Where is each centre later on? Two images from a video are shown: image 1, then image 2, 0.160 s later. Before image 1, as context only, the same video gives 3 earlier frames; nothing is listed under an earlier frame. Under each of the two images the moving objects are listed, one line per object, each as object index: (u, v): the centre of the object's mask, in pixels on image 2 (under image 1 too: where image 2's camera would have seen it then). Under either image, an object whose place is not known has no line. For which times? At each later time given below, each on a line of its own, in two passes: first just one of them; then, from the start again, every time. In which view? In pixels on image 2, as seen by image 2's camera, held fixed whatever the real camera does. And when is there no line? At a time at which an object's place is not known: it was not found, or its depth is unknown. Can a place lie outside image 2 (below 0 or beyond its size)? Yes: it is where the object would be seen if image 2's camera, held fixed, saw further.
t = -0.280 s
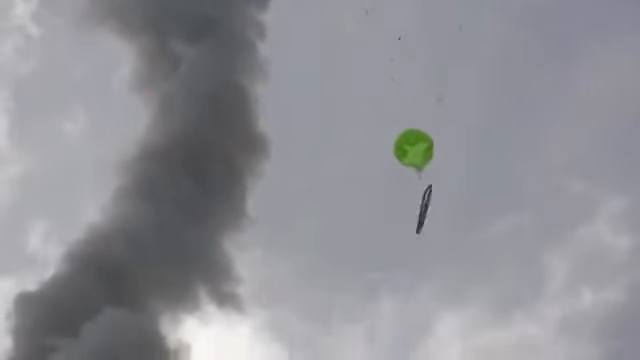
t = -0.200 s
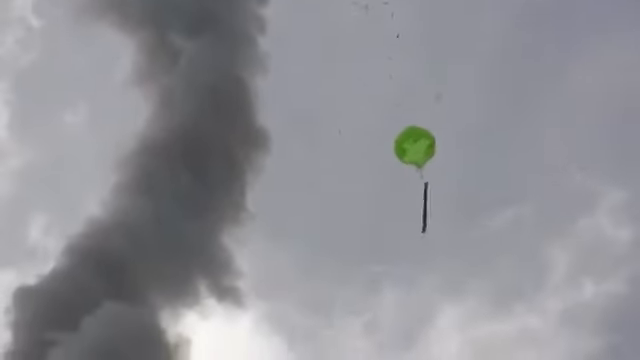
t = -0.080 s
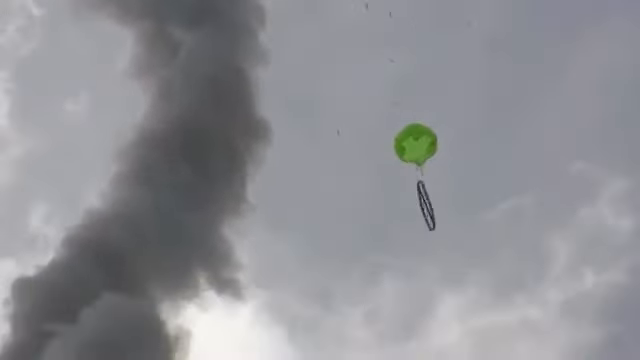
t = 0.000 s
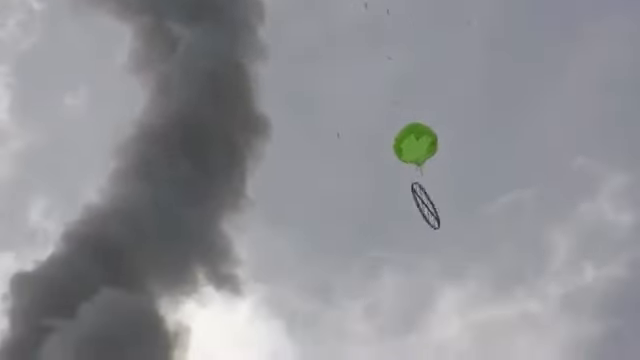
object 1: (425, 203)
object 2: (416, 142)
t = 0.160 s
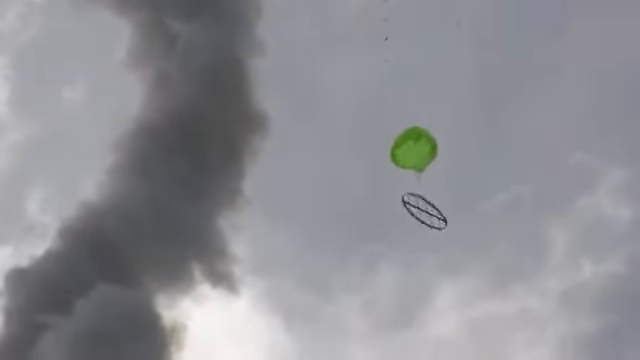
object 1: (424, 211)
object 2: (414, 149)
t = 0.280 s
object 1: (424, 216)
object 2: (414, 153)
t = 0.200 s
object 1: (424, 213)
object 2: (415, 151)
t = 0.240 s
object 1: (425, 214)
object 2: (414, 151)
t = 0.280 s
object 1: (424, 216)
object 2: (414, 153)
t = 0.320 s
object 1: (424, 218)
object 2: (414, 155)
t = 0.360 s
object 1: (424, 219)
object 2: (414, 156)
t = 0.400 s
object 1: (424, 221)
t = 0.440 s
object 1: (424, 223)
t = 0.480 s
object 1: (424, 225)
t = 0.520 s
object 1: (424, 227)
